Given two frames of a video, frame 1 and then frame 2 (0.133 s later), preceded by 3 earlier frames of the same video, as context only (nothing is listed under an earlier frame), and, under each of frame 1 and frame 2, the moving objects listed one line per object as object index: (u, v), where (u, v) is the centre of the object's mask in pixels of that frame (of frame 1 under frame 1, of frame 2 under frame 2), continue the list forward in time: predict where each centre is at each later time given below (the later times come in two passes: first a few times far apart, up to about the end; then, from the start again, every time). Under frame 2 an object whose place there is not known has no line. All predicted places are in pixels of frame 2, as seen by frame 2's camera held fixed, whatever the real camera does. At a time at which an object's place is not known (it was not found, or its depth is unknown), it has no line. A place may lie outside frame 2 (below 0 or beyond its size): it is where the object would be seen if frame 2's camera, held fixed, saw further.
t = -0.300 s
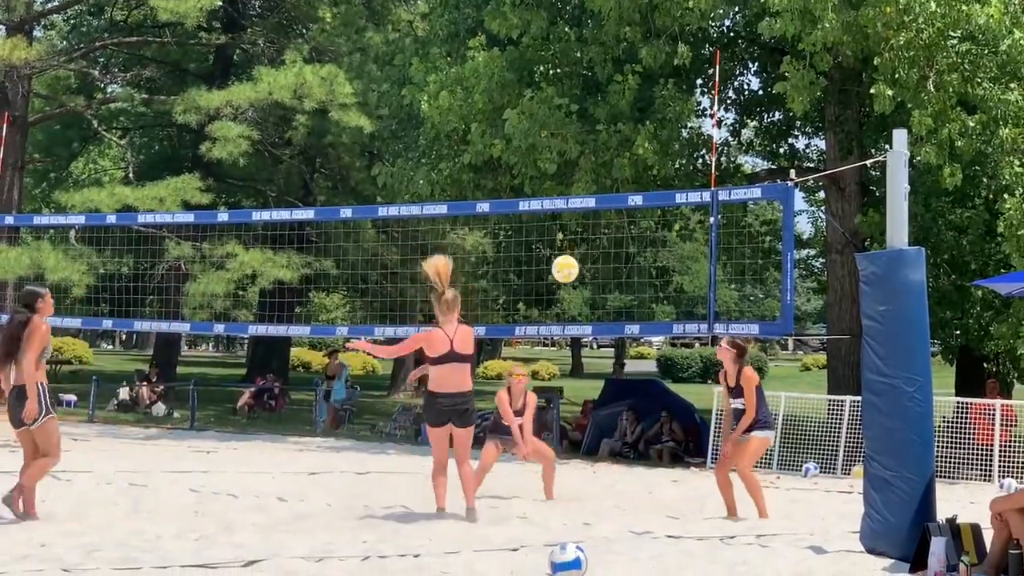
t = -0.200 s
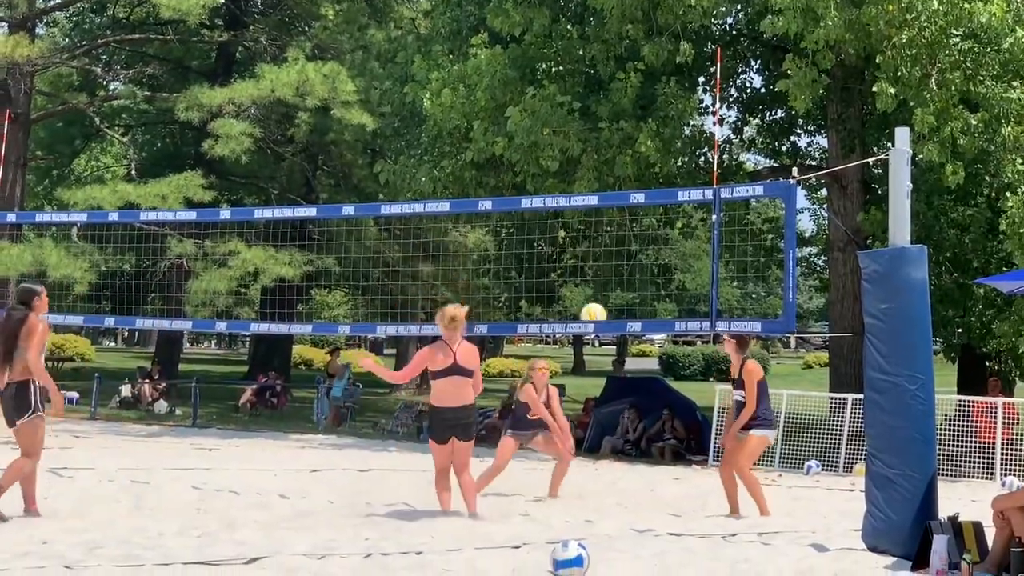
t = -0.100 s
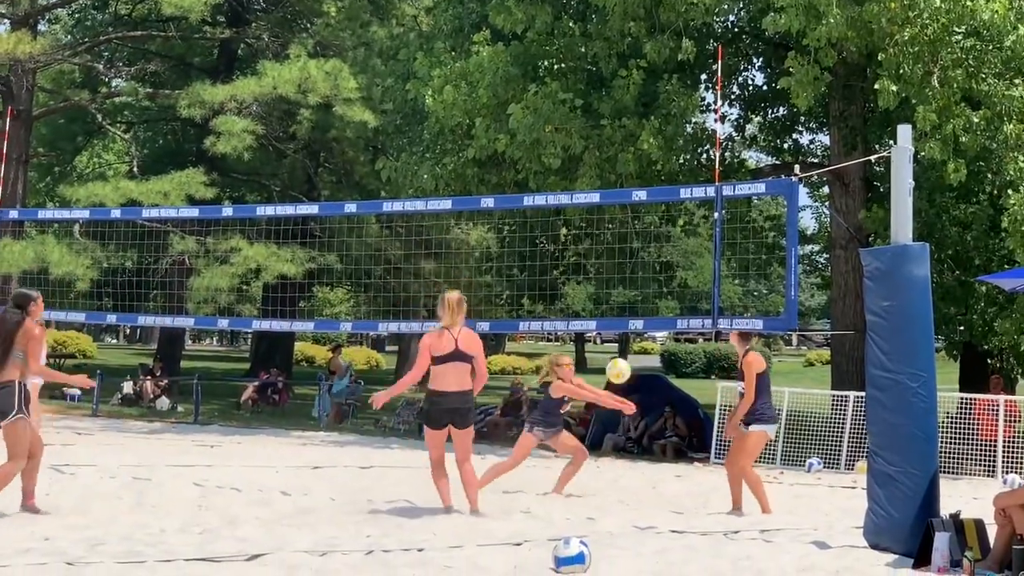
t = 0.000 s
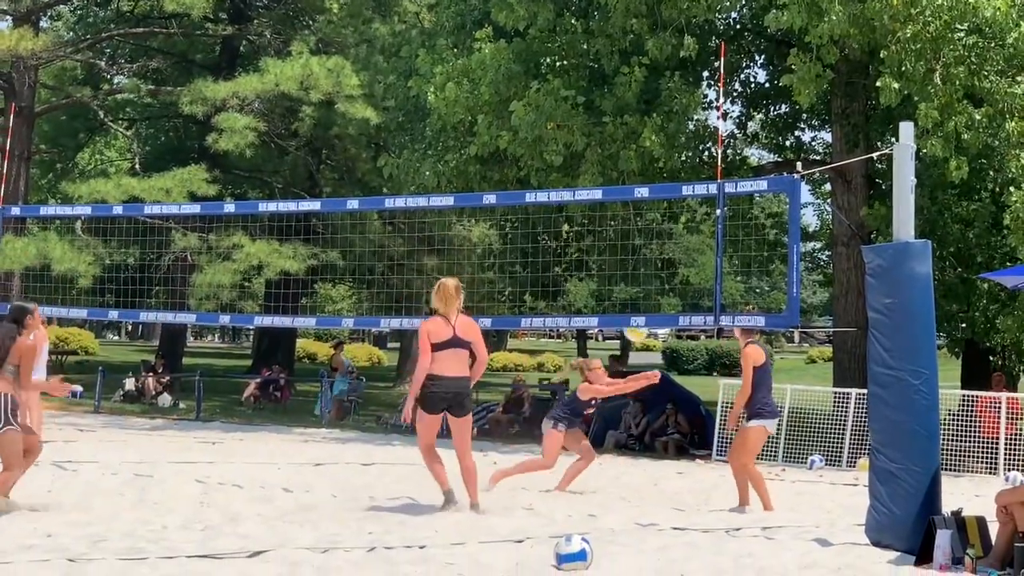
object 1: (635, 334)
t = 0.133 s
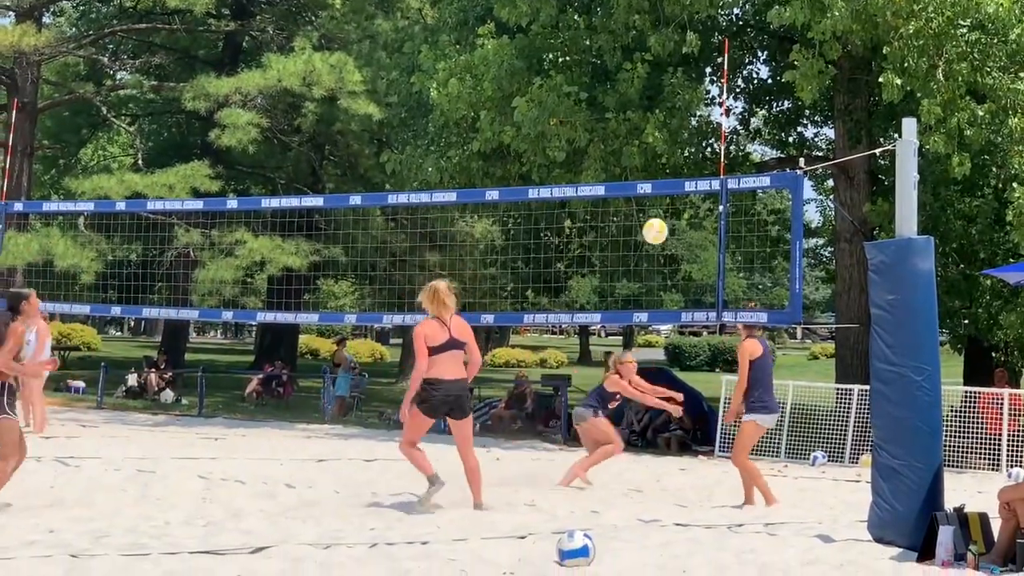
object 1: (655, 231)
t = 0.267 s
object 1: (670, 156)
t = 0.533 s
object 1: (699, 62)
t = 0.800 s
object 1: (725, 49)
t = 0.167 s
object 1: (659, 210)
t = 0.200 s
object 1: (663, 199)
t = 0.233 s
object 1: (667, 171)
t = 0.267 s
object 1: (670, 156)
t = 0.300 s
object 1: (674, 140)
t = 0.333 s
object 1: (678, 125)
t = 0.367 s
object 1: (682, 112)
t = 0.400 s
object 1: (685, 99)
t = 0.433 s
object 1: (689, 88)
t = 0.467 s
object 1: (693, 78)
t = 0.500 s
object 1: (696, 69)
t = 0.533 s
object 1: (699, 62)
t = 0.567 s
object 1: (702, 56)
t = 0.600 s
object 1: (706, 51)
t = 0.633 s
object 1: (709, 47)
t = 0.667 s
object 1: (712, 45)
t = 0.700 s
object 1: (715, 43)
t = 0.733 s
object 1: (719, 44)
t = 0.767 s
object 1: (722, 46)
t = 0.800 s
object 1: (725, 49)
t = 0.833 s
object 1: (728, 53)
